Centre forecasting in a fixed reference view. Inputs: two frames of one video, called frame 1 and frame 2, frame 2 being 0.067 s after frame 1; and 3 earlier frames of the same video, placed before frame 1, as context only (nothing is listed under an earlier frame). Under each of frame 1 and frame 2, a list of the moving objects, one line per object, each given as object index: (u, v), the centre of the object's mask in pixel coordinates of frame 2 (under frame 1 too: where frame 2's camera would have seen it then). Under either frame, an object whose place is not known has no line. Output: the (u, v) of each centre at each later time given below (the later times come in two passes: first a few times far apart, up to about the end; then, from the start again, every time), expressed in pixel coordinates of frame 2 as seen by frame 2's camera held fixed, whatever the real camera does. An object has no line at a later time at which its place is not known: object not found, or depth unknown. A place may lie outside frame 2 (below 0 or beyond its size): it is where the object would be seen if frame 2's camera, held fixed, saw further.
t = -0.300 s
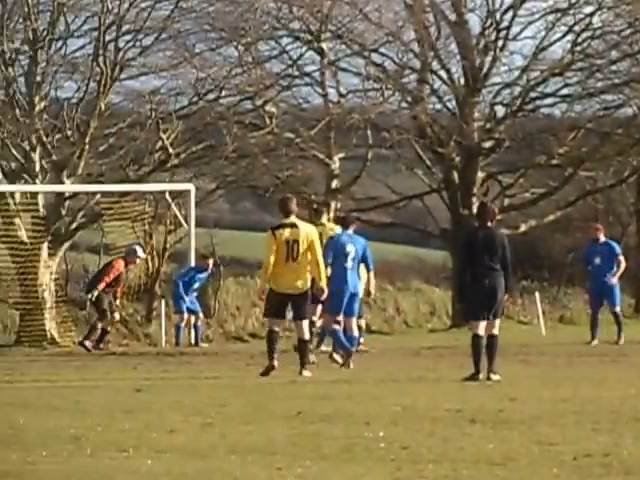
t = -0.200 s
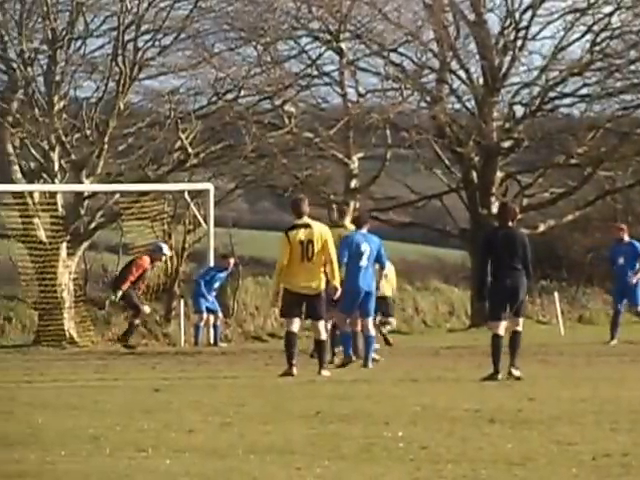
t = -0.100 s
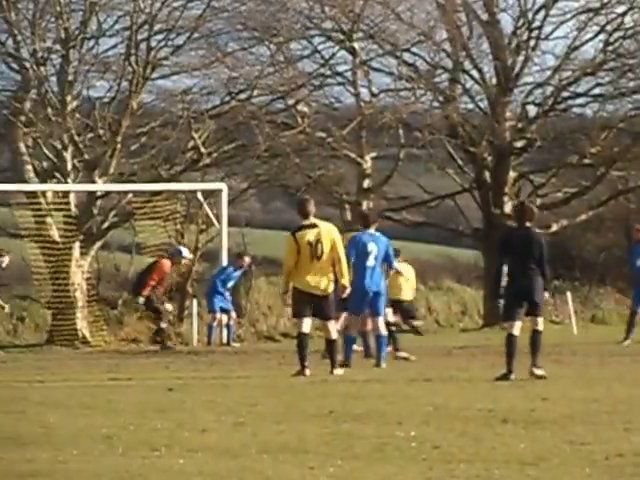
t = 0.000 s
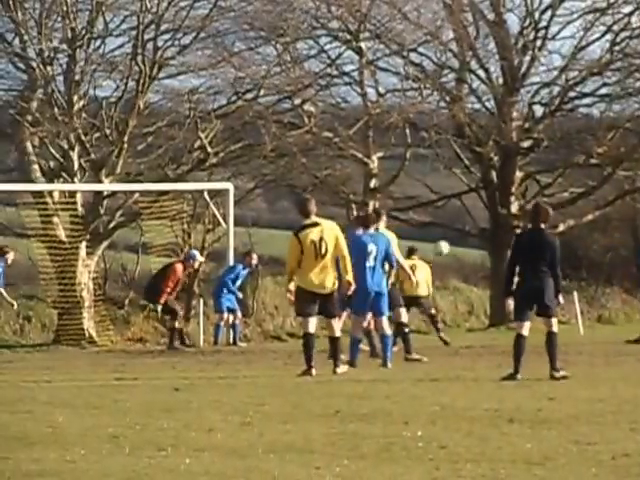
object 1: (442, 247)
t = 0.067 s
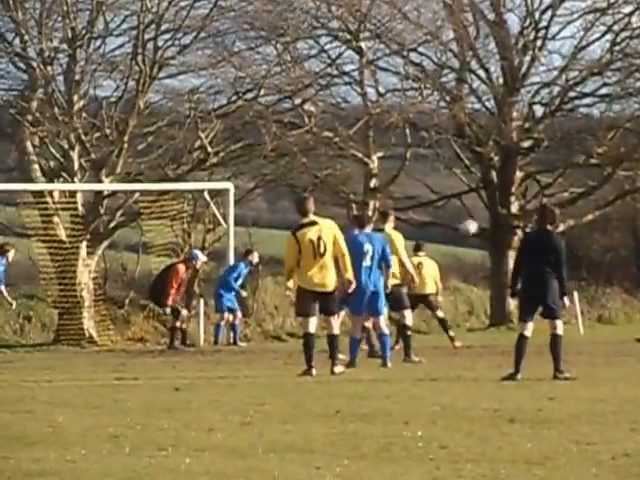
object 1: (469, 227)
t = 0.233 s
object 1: (531, 186)
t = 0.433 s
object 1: (595, 155)
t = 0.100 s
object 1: (482, 218)
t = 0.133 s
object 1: (495, 208)
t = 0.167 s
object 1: (507, 200)
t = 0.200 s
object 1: (522, 192)
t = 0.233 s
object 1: (531, 186)
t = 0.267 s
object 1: (544, 178)
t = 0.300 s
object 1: (554, 173)
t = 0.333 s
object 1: (564, 168)
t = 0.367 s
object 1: (575, 162)
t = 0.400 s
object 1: (585, 159)
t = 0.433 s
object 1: (595, 155)
